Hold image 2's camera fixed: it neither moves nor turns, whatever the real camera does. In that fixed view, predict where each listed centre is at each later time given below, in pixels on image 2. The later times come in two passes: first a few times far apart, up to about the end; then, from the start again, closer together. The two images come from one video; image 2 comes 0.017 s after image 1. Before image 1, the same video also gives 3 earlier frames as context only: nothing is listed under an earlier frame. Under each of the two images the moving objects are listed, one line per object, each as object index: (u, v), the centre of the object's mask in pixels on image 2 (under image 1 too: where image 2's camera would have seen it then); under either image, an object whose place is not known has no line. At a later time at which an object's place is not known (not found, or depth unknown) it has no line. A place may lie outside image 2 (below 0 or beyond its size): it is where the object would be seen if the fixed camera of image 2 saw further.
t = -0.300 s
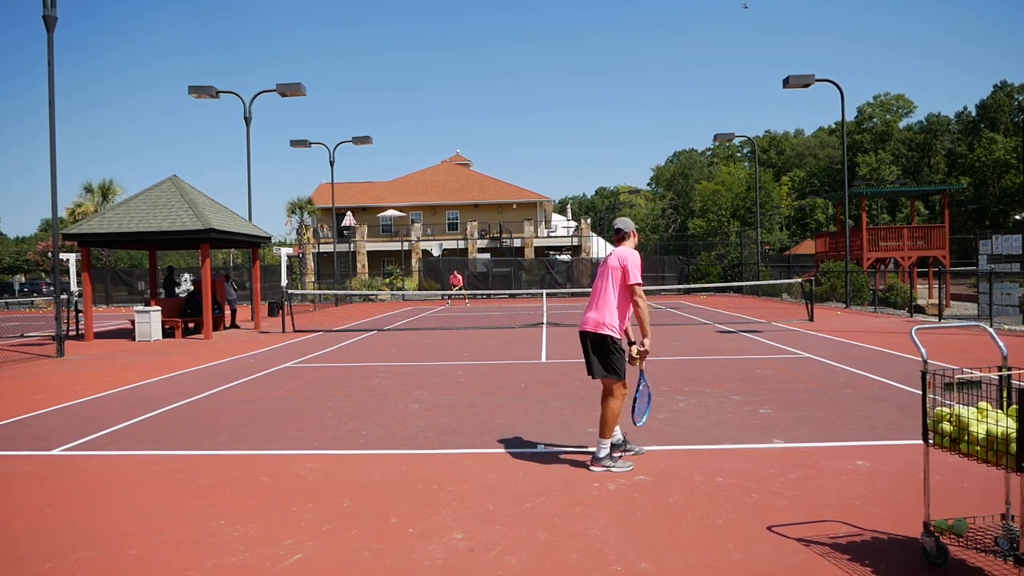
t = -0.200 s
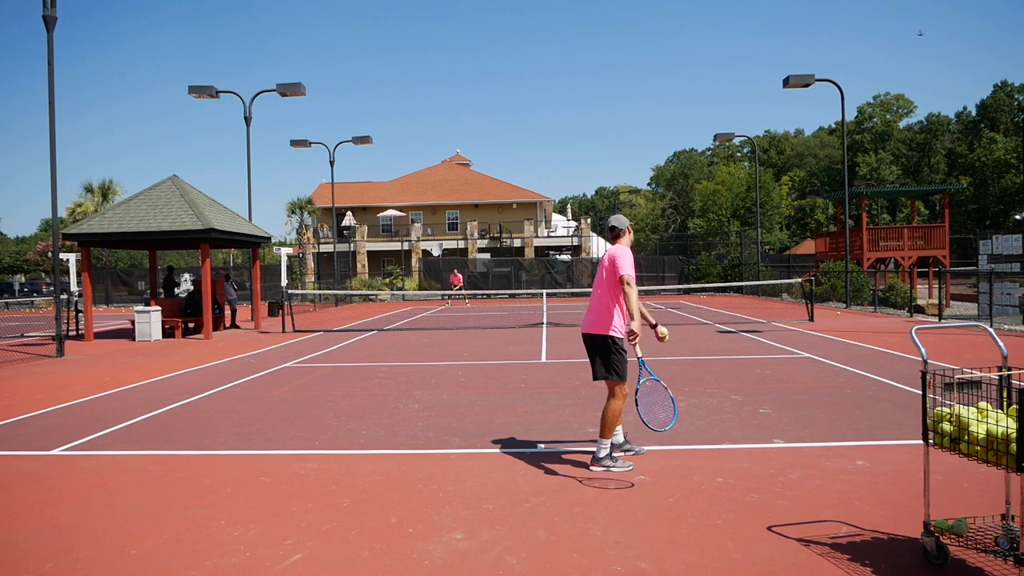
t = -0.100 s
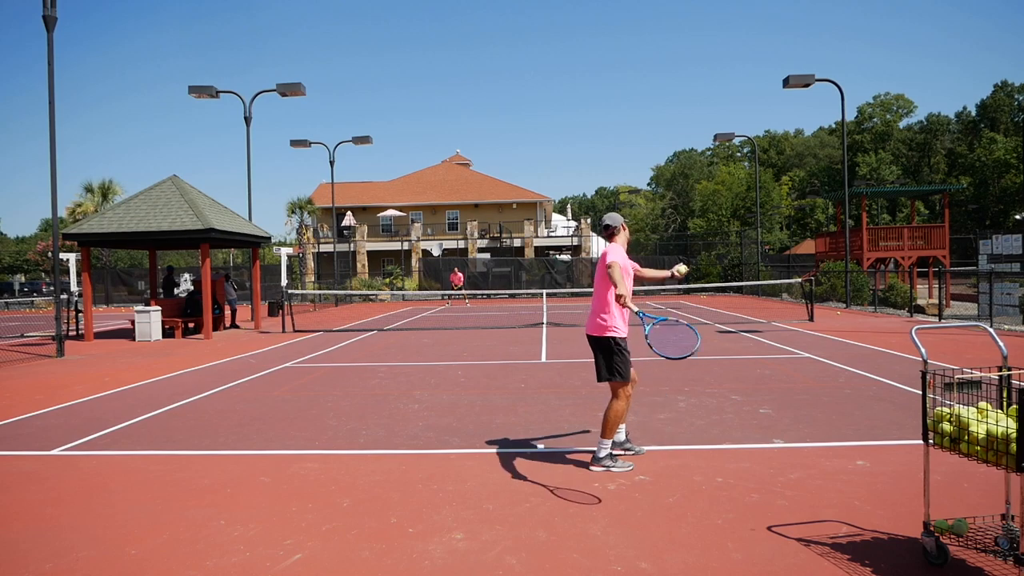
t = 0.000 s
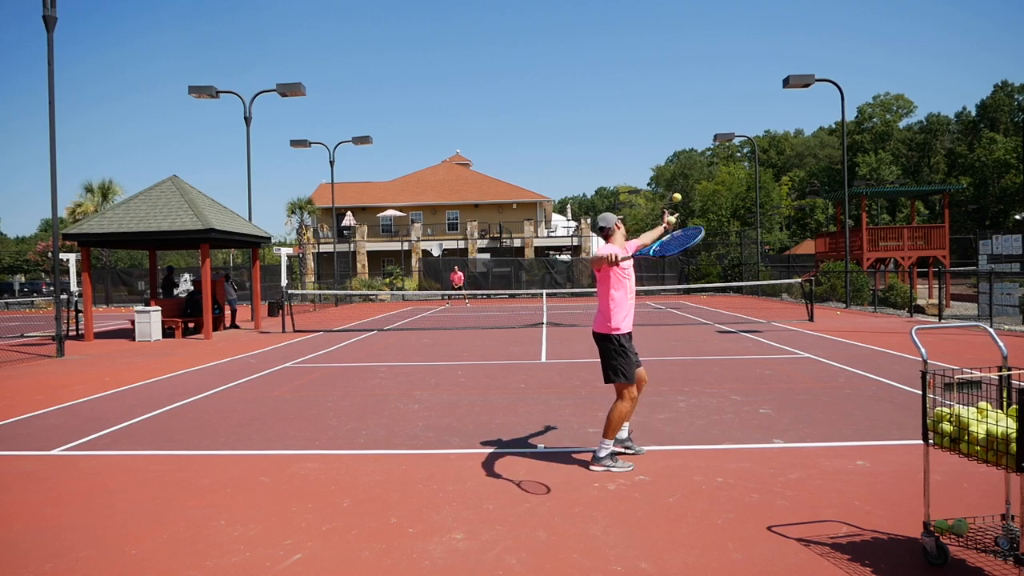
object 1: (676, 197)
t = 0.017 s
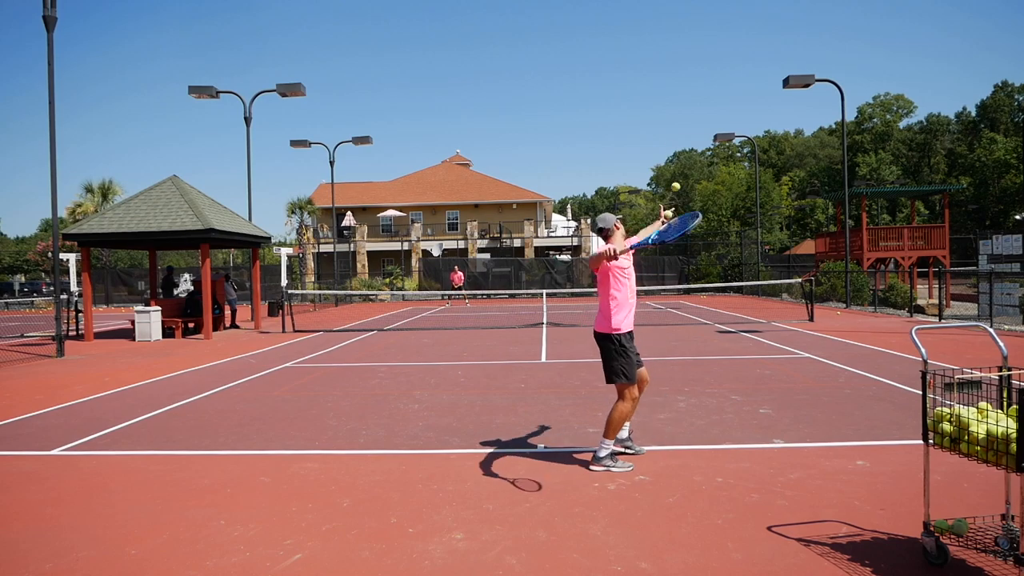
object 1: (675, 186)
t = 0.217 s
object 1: (661, 83)
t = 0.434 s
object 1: (647, 27)
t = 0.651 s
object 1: (634, 28)
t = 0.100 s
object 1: (669, 137)
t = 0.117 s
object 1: (668, 129)
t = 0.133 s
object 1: (667, 120)
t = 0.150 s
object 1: (666, 112)
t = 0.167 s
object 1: (664, 104)
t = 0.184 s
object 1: (663, 97)
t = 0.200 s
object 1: (662, 90)
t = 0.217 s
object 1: (661, 83)
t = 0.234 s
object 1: (660, 77)
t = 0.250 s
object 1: (659, 71)
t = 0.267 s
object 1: (658, 66)
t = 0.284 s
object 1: (657, 60)
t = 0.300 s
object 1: (655, 55)
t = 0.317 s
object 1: (654, 50)
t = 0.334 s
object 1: (653, 46)
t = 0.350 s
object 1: (652, 42)
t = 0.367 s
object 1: (651, 38)
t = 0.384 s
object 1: (650, 35)
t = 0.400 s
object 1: (649, 32)
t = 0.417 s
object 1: (648, 29)
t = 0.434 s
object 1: (647, 27)
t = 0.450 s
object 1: (646, 25)
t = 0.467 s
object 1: (645, 24)
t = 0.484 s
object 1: (644, 22)
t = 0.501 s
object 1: (643, 21)
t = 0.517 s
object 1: (642, 21)
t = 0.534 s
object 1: (641, 21)
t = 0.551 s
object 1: (640, 21)
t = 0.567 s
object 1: (639, 21)
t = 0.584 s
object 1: (638, 22)
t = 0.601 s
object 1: (637, 23)
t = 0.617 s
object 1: (636, 24)
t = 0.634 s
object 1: (635, 26)
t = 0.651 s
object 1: (634, 28)
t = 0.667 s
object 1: (633, 31)
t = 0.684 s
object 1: (632, 34)
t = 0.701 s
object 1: (631, 37)
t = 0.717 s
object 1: (630, 40)
